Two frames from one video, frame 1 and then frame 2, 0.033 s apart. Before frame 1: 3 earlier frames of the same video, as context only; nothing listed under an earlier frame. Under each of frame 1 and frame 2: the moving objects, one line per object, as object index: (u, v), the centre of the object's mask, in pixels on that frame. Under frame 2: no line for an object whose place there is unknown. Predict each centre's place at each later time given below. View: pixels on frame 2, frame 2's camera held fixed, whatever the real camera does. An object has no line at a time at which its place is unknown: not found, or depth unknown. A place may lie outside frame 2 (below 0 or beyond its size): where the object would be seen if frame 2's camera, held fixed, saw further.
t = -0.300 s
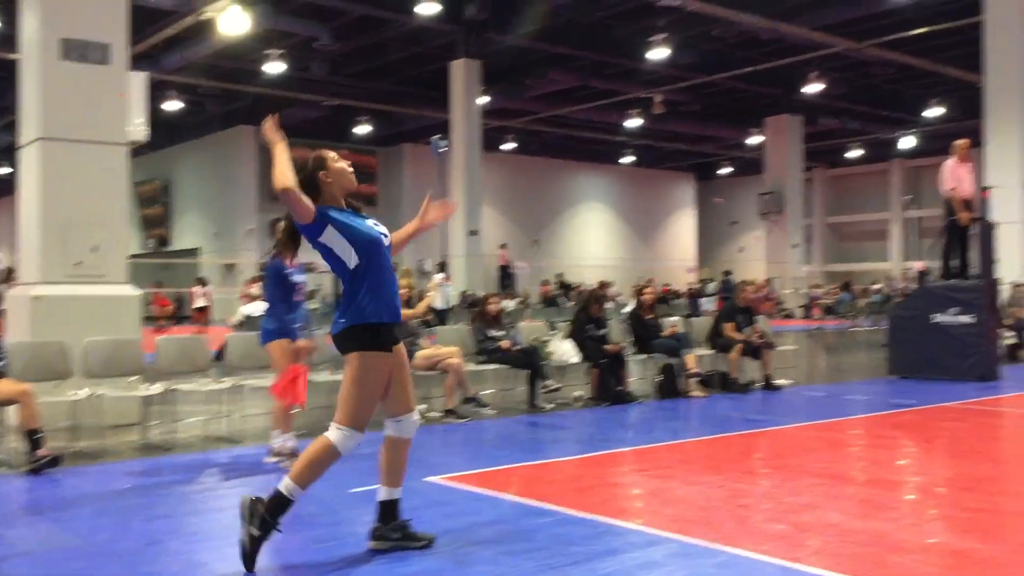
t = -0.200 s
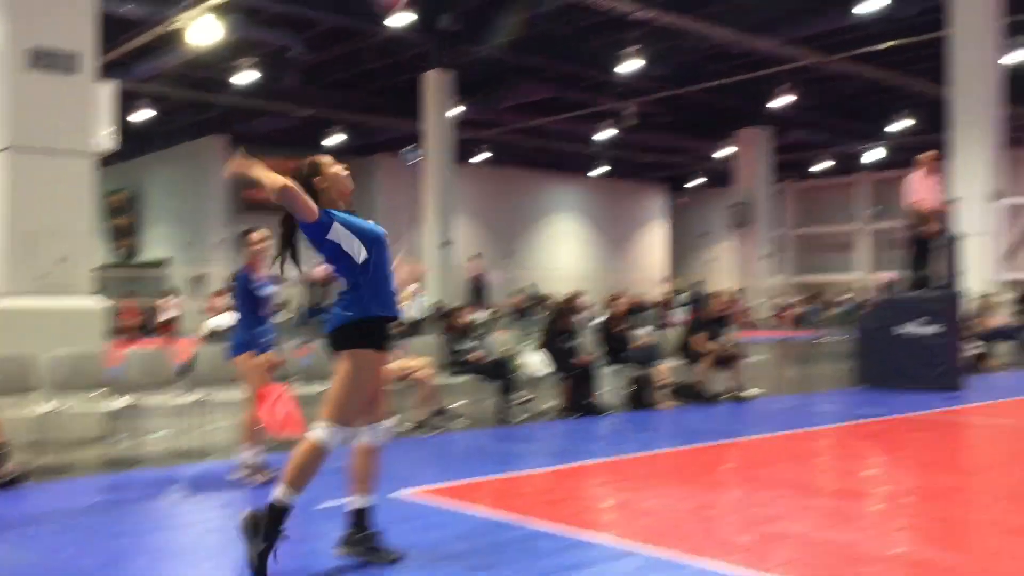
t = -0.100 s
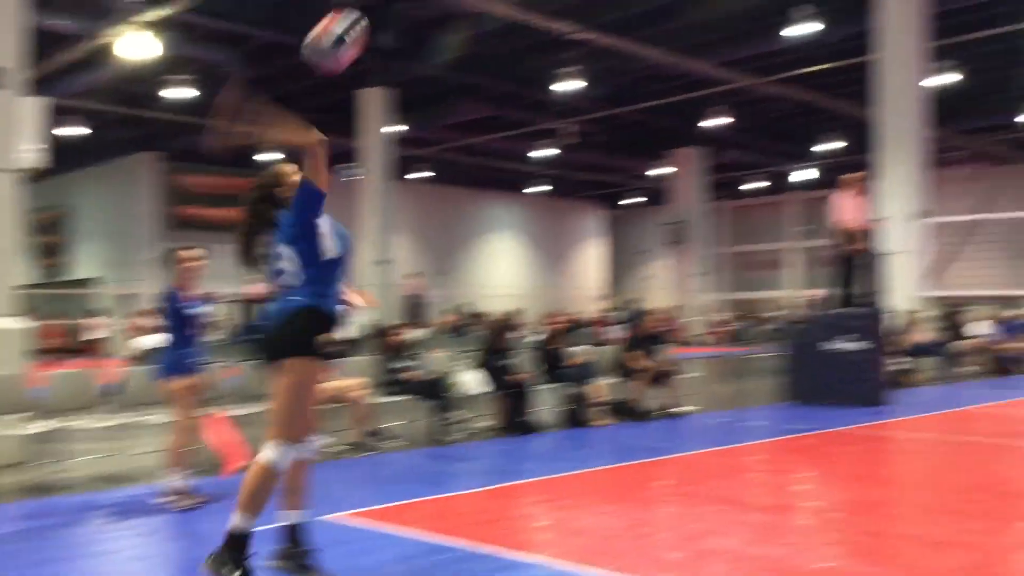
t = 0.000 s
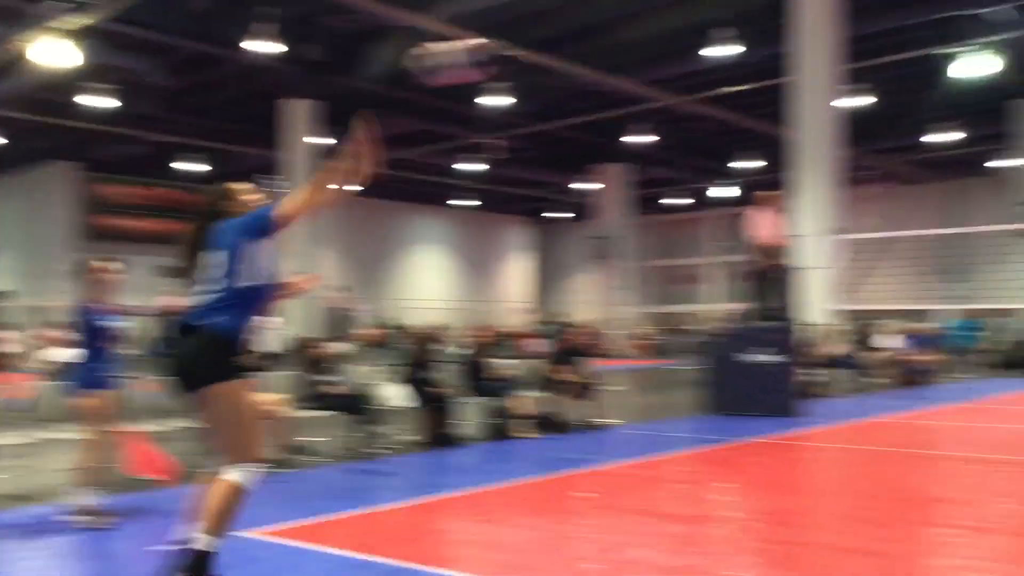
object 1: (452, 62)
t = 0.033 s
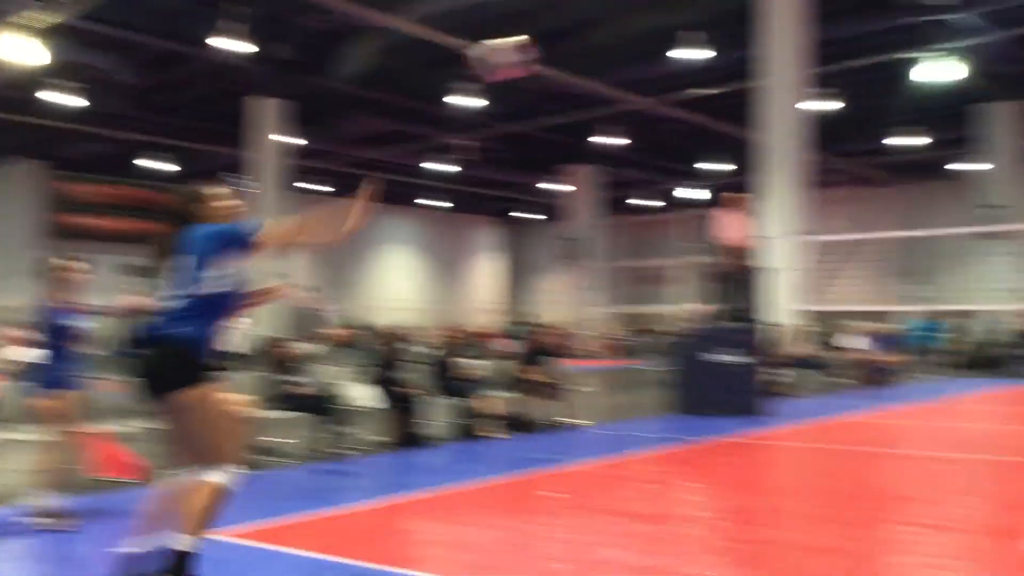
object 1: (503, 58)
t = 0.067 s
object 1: (580, 59)
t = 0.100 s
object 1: (644, 59)
